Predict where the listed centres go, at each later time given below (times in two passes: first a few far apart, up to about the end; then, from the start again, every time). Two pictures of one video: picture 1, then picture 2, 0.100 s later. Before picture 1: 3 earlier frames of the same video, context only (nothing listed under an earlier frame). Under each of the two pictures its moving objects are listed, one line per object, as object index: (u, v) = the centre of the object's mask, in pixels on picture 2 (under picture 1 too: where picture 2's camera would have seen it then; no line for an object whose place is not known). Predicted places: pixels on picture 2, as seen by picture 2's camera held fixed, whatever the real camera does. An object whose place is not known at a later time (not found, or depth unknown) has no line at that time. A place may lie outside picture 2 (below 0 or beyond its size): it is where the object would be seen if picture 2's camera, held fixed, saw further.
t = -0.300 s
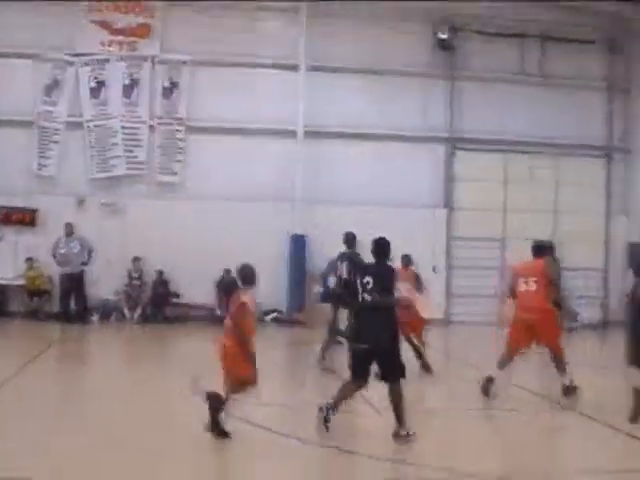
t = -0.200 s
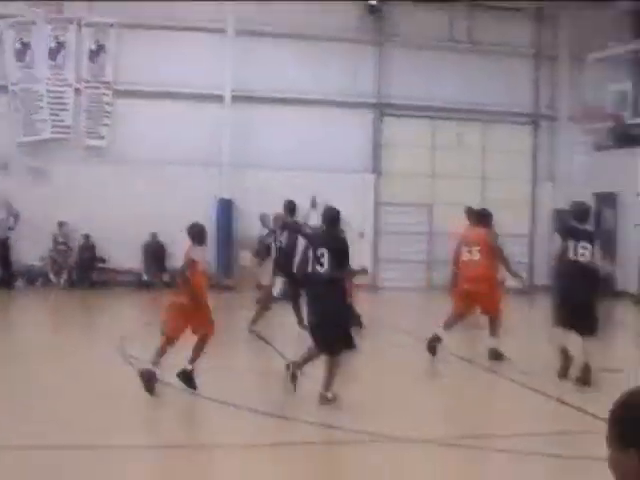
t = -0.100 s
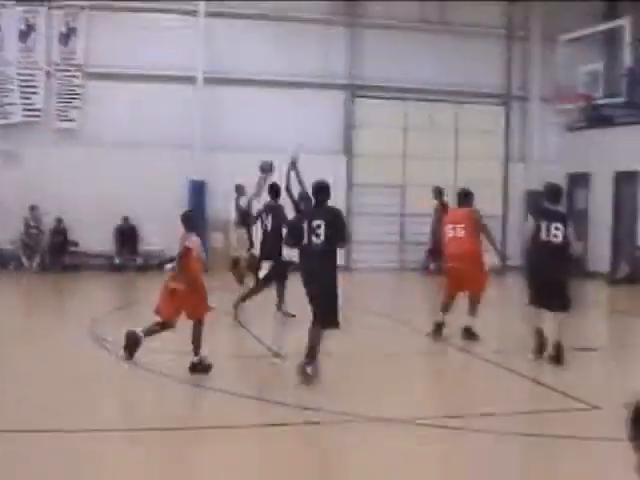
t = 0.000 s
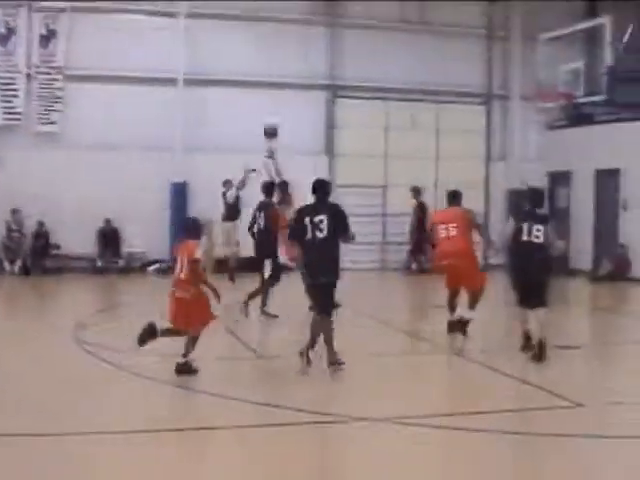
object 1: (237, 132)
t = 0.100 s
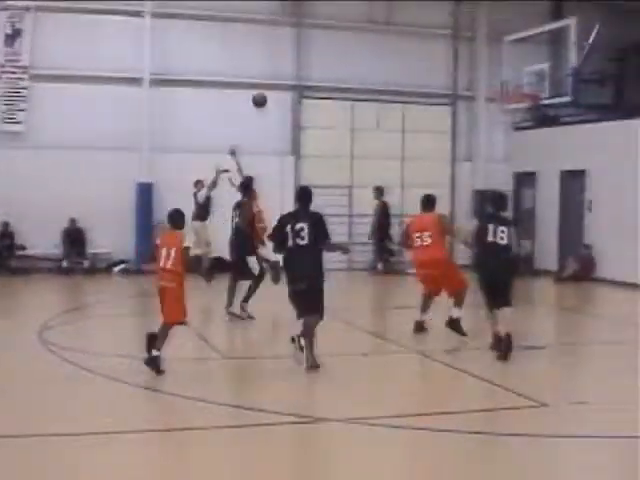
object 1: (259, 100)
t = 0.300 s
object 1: (306, 52)
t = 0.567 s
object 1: (371, 30)
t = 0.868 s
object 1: (449, 60)
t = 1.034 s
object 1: (483, 104)
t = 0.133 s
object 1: (267, 91)
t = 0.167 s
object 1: (274, 81)
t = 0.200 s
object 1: (282, 73)
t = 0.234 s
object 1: (290, 66)
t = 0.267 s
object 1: (298, 58)
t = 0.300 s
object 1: (306, 52)
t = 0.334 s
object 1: (313, 47)
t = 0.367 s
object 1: (322, 42)
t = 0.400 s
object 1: (330, 39)
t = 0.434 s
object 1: (338, 35)
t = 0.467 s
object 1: (346, 34)
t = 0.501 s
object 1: (354, 32)
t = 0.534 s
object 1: (362, 30)
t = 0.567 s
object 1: (371, 30)
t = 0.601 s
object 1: (379, 29)
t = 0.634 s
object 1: (388, 30)
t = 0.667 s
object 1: (396, 32)
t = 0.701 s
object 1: (402, 34)
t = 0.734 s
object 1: (414, 39)
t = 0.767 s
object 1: (423, 43)
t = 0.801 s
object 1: (432, 47)
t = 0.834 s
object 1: (441, 53)
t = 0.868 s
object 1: (449, 60)
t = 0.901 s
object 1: (459, 69)
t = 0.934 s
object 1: (468, 79)
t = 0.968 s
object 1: (478, 87)
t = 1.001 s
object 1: (485, 96)
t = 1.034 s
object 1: (483, 104)
